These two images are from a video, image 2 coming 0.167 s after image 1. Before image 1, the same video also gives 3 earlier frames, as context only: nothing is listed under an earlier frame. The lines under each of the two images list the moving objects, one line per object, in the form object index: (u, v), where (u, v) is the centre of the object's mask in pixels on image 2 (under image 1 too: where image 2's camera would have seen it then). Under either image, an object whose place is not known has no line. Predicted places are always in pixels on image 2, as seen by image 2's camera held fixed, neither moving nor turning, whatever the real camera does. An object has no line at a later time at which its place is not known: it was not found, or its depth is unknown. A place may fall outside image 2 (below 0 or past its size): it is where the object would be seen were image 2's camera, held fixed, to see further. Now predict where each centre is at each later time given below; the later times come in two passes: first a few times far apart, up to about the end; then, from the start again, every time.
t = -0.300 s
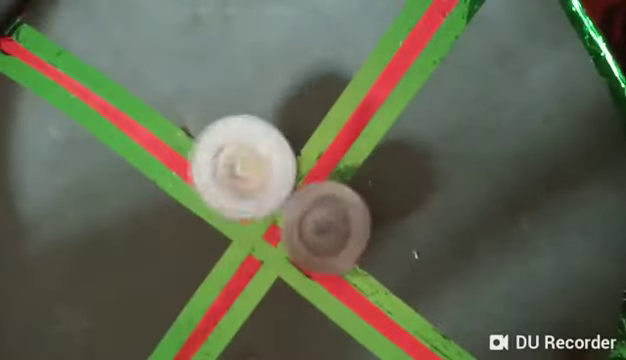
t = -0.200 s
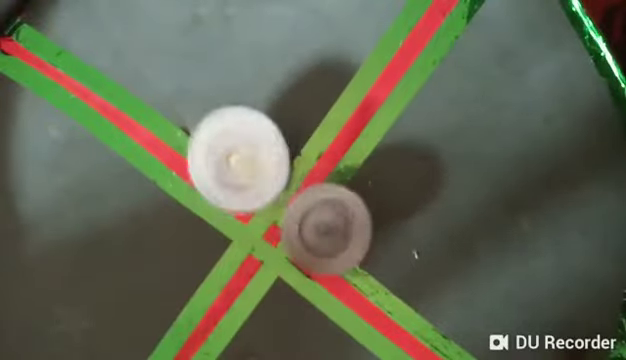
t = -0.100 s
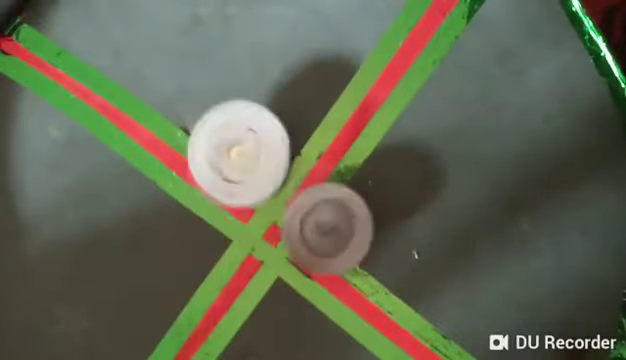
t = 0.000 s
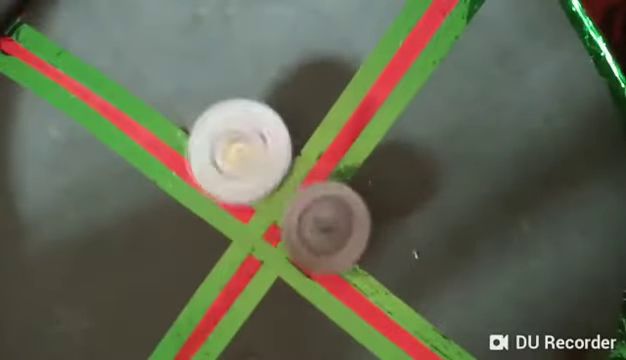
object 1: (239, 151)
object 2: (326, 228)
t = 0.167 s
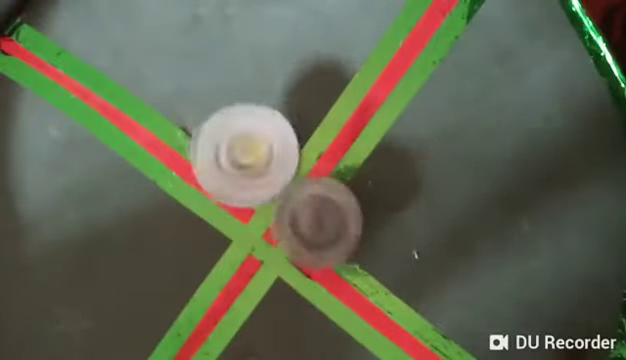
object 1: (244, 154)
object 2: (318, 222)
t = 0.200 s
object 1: (244, 154)
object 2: (318, 221)
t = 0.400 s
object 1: (218, 139)
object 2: (330, 244)
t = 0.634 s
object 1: (191, 141)
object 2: (329, 249)
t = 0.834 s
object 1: (175, 147)
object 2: (319, 232)
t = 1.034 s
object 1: (191, 138)
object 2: (322, 207)
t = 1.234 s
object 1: (220, 129)
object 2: (338, 200)
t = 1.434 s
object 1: (248, 112)
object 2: (340, 203)
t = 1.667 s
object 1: (268, 100)
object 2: (328, 199)
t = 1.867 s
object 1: (267, 96)
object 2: (325, 190)
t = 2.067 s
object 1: (271, 108)
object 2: (325, 195)
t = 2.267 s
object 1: (265, 98)
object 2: (321, 206)
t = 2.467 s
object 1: (258, 112)
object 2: (312, 206)
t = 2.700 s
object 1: (255, 123)
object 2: (307, 209)
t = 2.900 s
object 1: (235, 129)
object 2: (304, 231)
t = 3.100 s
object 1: (236, 144)
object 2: (304, 231)
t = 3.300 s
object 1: (237, 160)
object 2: (318, 230)
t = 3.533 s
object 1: (231, 166)
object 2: (323, 230)
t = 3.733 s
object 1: (236, 172)
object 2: (318, 225)
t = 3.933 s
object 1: (220, 168)
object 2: (309, 234)
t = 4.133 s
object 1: (219, 176)
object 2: (314, 222)
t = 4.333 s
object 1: (224, 171)
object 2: (292, 226)
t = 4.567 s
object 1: (217, 180)
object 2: (286, 245)
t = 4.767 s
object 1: (219, 186)
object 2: (292, 236)
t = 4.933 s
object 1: (224, 196)
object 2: (299, 232)
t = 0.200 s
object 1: (244, 154)
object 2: (318, 221)
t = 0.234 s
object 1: (242, 154)
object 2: (318, 223)
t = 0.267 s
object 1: (240, 155)
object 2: (317, 223)
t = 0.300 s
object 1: (233, 147)
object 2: (324, 231)
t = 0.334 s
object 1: (226, 144)
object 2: (331, 239)
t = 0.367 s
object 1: (221, 140)
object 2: (331, 244)
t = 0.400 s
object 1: (218, 139)
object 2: (330, 244)
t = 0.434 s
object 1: (215, 136)
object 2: (332, 245)
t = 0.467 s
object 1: (210, 133)
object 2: (332, 247)
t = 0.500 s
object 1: (205, 133)
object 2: (332, 247)
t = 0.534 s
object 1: (203, 133)
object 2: (333, 247)
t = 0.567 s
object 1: (200, 134)
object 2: (332, 249)
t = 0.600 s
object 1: (196, 135)
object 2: (330, 249)
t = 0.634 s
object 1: (191, 141)
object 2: (329, 249)
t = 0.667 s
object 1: (187, 143)
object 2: (327, 249)
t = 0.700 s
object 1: (183, 145)
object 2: (323, 246)
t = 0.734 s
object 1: (178, 147)
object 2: (322, 243)
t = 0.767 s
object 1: (177, 150)
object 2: (322, 240)
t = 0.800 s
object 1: (176, 149)
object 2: (319, 237)
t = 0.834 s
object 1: (175, 147)
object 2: (319, 232)
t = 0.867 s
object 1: (176, 148)
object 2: (319, 229)
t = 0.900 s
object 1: (178, 146)
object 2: (318, 225)
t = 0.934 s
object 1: (179, 145)
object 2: (319, 217)
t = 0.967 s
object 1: (182, 143)
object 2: (322, 214)
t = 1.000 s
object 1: (186, 143)
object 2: (322, 211)
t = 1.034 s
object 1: (191, 138)
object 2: (322, 207)
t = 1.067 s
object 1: (194, 137)
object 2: (328, 205)
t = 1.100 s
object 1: (199, 137)
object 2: (330, 203)
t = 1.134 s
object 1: (206, 137)
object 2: (331, 201)
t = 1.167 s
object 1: (212, 133)
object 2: (335, 199)
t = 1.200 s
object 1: (218, 131)
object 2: (337, 199)
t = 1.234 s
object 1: (220, 129)
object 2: (338, 200)
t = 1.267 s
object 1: (227, 127)
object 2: (339, 200)
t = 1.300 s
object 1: (233, 123)
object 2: (340, 200)
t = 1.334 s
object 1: (238, 118)
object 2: (341, 202)
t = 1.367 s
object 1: (238, 117)
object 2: (341, 202)
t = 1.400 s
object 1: (244, 115)
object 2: (341, 202)
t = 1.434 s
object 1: (248, 112)
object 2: (340, 203)
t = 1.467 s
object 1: (253, 108)
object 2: (339, 204)
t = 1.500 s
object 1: (255, 107)
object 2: (338, 204)
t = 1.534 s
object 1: (259, 104)
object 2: (337, 204)
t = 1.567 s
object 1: (261, 102)
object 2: (334, 204)
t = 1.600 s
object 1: (262, 100)
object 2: (331, 201)
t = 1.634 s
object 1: (263, 102)
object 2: (330, 200)
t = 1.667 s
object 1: (268, 100)
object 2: (328, 199)
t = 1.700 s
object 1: (268, 98)
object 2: (324, 195)
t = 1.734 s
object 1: (267, 97)
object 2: (323, 191)
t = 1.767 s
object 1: (267, 100)
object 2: (321, 190)
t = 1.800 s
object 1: (270, 100)
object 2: (320, 189)
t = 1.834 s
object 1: (270, 98)
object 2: (320, 189)
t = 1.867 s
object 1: (267, 96)
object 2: (325, 190)
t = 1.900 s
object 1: (265, 100)
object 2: (327, 195)
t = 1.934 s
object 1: (269, 104)
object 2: (323, 195)
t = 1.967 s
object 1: (271, 105)
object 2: (323, 194)
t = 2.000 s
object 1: (273, 106)
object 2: (324, 193)
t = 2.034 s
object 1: (272, 109)
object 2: (324, 194)
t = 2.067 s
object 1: (271, 108)
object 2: (325, 195)
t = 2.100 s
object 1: (268, 105)
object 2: (331, 203)
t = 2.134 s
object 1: (267, 104)
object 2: (328, 208)
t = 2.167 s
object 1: (267, 103)
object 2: (325, 210)
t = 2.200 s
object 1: (268, 102)
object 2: (320, 207)
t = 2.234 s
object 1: (268, 98)
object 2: (321, 205)
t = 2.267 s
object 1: (265, 98)
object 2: (321, 206)
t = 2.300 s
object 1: (262, 100)
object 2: (317, 206)
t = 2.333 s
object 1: (263, 105)
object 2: (315, 205)
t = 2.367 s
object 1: (265, 107)
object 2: (313, 206)
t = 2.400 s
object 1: (263, 109)
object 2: (311, 204)
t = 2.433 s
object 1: (260, 110)
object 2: (311, 203)
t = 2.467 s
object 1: (258, 112)
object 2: (312, 206)
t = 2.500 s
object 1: (257, 111)
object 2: (310, 211)
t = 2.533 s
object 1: (255, 112)
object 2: (308, 214)
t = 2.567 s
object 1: (253, 113)
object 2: (304, 213)
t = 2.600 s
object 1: (253, 118)
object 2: (304, 210)
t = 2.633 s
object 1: (258, 121)
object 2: (305, 209)
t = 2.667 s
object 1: (257, 122)
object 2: (307, 209)
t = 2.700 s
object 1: (255, 123)
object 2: (307, 209)
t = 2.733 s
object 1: (251, 128)
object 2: (310, 212)
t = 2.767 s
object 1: (247, 129)
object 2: (312, 224)
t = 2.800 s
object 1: (244, 130)
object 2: (310, 232)
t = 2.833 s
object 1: (243, 130)
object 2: (305, 235)
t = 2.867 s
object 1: (240, 129)
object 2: (303, 233)
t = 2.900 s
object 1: (235, 129)
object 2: (304, 231)
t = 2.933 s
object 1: (234, 131)
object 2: (305, 231)
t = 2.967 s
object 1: (233, 133)
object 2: (306, 231)
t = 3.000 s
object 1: (235, 135)
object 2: (305, 230)
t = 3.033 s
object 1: (233, 134)
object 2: (307, 231)
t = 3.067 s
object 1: (232, 139)
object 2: (305, 232)
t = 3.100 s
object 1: (236, 144)
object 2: (304, 231)
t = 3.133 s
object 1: (238, 146)
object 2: (304, 228)
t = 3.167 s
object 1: (241, 151)
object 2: (307, 225)
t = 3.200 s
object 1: (242, 154)
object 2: (308, 226)
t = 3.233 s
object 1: (238, 156)
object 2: (311, 230)
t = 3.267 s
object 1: (236, 158)
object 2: (312, 232)
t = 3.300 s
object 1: (237, 160)
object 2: (318, 230)
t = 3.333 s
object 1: (239, 160)
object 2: (322, 232)
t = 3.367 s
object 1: (237, 157)
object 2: (322, 233)
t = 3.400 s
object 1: (235, 159)
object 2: (321, 234)
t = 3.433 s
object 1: (234, 160)
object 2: (319, 231)
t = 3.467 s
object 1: (232, 161)
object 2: (319, 229)
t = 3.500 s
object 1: (231, 164)
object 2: (322, 230)
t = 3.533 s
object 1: (231, 166)
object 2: (323, 230)
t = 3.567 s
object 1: (233, 169)
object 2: (322, 230)
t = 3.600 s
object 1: (238, 171)
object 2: (322, 227)
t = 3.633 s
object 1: (239, 168)
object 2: (323, 227)
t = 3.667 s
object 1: (238, 170)
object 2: (323, 226)
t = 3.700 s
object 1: (236, 169)
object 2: (320, 226)
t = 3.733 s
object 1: (236, 172)
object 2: (318, 225)
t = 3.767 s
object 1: (233, 174)
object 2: (322, 226)
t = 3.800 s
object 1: (232, 176)
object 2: (325, 230)
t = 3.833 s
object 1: (232, 174)
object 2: (322, 234)
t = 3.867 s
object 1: (230, 171)
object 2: (317, 236)
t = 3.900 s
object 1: (226, 167)
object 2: (313, 235)
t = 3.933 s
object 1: (220, 168)
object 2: (309, 234)
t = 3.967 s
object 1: (218, 170)
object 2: (307, 228)
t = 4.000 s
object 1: (217, 171)
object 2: (308, 224)
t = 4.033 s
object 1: (217, 172)
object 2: (310, 221)
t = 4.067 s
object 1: (217, 173)
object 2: (312, 220)
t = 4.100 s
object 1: (217, 174)
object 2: (313, 221)
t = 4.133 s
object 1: (219, 176)
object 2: (314, 222)
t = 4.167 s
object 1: (223, 177)
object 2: (312, 222)
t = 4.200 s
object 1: (227, 176)
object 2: (310, 222)
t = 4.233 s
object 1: (229, 175)
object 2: (306, 222)
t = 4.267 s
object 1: (230, 172)
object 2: (302, 222)
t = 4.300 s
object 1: (226, 169)
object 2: (296, 223)
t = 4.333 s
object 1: (224, 171)
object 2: (292, 226)
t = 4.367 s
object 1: (223, 174)
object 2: (287, 233)
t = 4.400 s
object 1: (225, 176)
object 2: (286, 240)
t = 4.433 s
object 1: (227, 178)
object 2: (286, 245)
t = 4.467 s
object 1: (223, 178)
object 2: (286, 245)
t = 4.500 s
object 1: (221, 179)
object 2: (286, 245)
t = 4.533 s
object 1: (219, 180)
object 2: (286, 245)
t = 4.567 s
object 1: (217, 180)
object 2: (286, 245)
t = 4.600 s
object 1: (217, 182)
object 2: (286, 245)
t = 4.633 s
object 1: (216, 183)
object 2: (286, 244)
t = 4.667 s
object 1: (218, 183)
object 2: (287, 242)
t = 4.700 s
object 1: (217, 182)
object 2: (288, 240)
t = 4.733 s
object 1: (218, 183)
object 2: (289, 238)
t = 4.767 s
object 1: (219, 186)
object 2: (292, 236)
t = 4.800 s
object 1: (219, 188)
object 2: (294, 234)
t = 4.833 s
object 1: (221, 192)
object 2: (296, 232)
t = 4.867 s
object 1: (222, 194)
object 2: (298, 232)
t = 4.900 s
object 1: (223, 194)
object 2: (298, 232)
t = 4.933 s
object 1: (224, 196)
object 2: (299, 232)
